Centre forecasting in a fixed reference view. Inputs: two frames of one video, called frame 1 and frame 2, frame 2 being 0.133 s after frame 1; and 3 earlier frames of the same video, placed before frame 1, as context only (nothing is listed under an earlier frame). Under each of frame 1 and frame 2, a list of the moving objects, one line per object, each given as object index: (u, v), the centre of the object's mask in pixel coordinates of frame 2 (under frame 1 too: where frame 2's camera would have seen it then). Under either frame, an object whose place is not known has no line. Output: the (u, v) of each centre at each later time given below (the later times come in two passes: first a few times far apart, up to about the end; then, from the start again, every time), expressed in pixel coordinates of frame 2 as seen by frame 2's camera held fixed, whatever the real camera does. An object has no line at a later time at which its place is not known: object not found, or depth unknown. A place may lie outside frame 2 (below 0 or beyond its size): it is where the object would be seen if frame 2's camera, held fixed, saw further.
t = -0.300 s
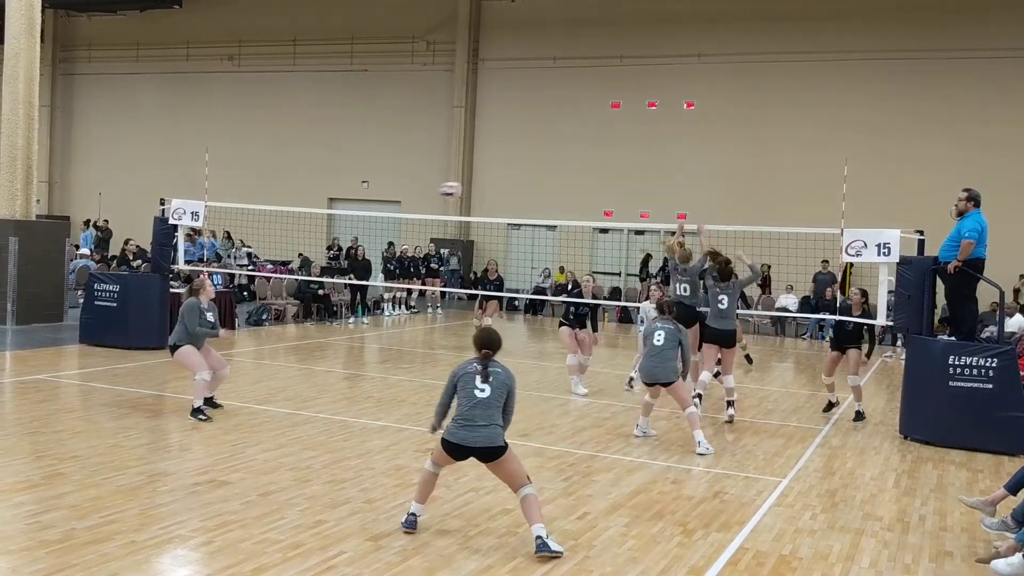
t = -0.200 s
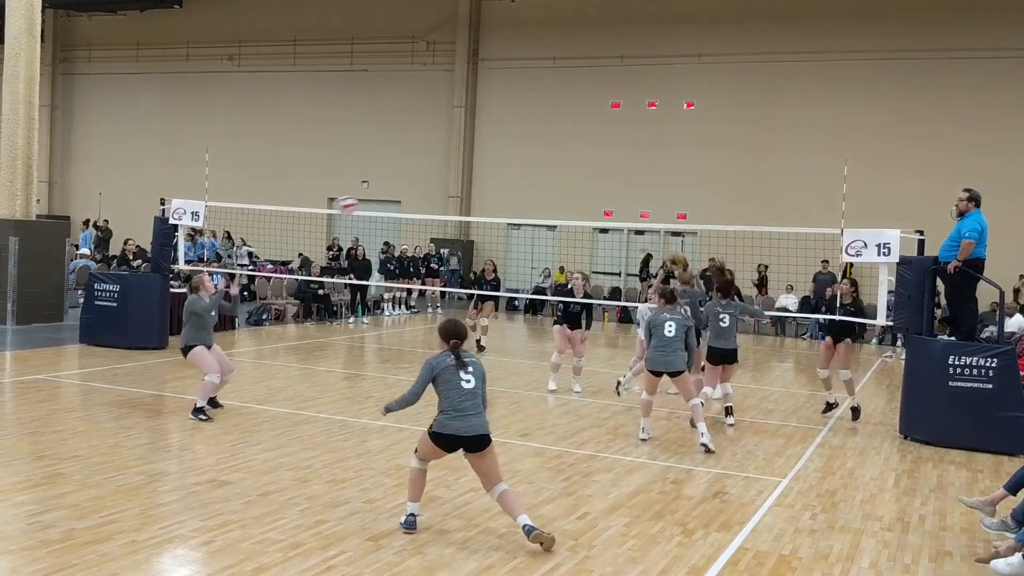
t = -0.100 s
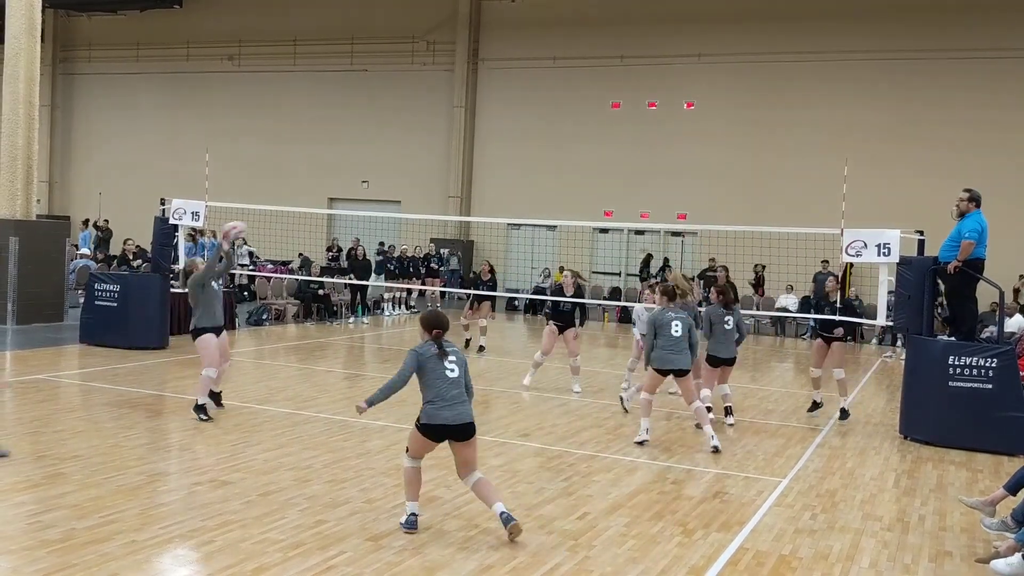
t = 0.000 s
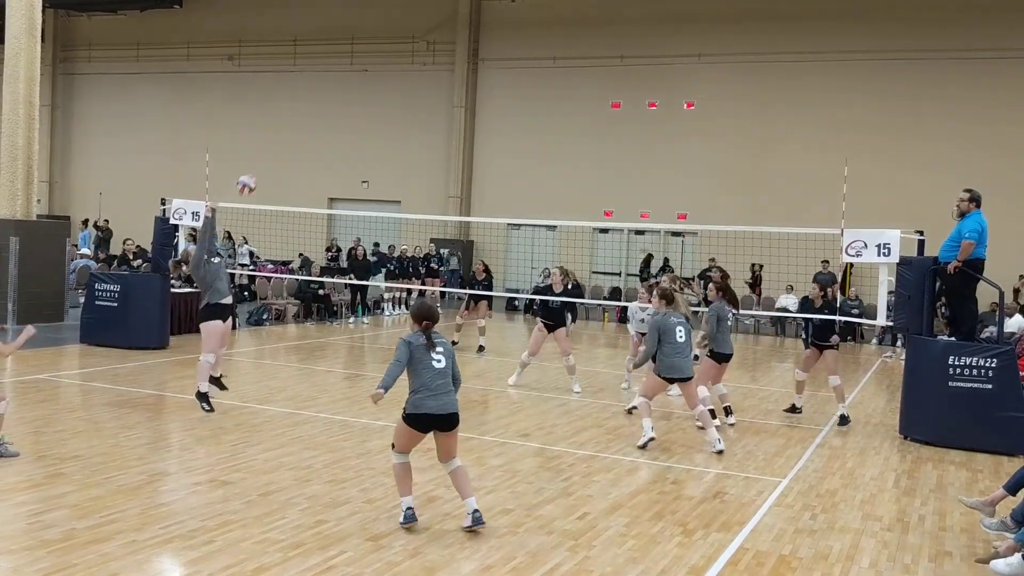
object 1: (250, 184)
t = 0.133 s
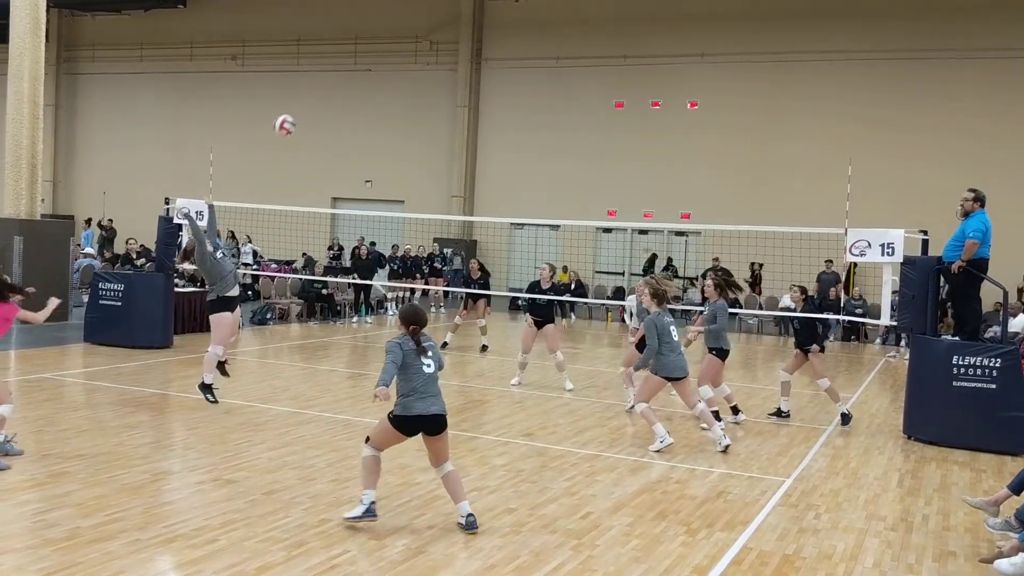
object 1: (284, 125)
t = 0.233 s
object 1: (311, 91)
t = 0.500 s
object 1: (381, 48)
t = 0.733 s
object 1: (441, 68)
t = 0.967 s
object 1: (498, 146)
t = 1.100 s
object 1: (529, 215)
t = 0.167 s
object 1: (293, 113)
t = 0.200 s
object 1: (302, 101)
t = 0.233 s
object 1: (311, 91)
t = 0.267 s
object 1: (320, 82)
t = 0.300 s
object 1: (328, 74)
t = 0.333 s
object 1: (337, 67)
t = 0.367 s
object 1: (346, 61)
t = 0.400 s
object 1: (354, 56)
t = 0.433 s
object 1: (363, 52)
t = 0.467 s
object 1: (372, 49)
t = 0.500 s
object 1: (381, 48)
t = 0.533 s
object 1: (389, 47)
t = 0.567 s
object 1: (398, 48)
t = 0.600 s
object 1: (407, 50)
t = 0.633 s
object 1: (416, 53)
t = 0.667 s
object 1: (425, 57)
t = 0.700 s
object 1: (433, 62)
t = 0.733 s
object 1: (441, 68)
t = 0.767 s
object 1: (450, 76)
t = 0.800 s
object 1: (458, 84)
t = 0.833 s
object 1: (467, 95)
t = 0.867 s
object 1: (474, 105)
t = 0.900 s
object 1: (482, 118)
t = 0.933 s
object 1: (490, 131)
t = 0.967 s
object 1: (498, 146)
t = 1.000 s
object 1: (506, 161)
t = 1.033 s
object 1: (514, 178)
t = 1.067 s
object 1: (521, 196)
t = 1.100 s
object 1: (529, 215)
